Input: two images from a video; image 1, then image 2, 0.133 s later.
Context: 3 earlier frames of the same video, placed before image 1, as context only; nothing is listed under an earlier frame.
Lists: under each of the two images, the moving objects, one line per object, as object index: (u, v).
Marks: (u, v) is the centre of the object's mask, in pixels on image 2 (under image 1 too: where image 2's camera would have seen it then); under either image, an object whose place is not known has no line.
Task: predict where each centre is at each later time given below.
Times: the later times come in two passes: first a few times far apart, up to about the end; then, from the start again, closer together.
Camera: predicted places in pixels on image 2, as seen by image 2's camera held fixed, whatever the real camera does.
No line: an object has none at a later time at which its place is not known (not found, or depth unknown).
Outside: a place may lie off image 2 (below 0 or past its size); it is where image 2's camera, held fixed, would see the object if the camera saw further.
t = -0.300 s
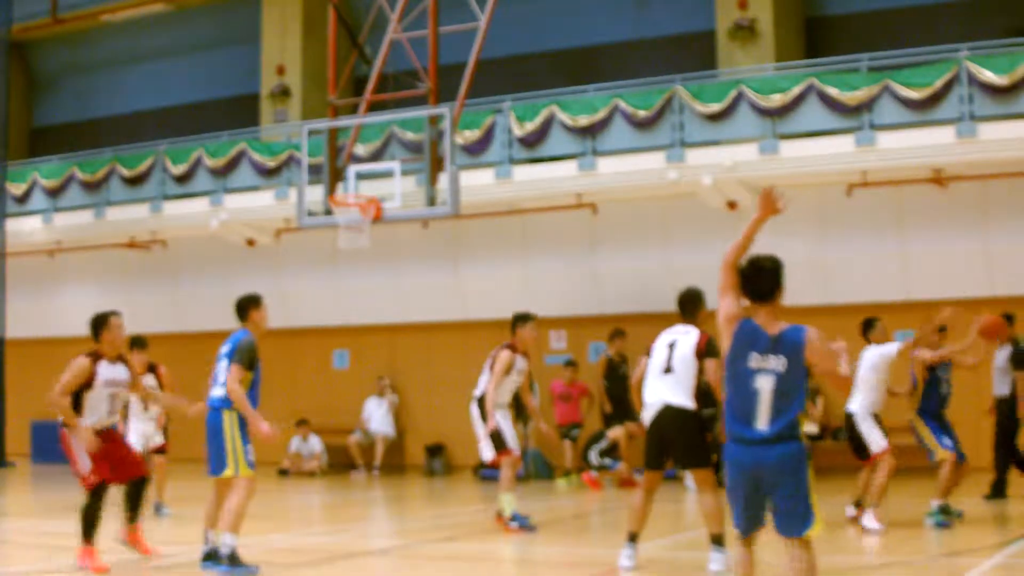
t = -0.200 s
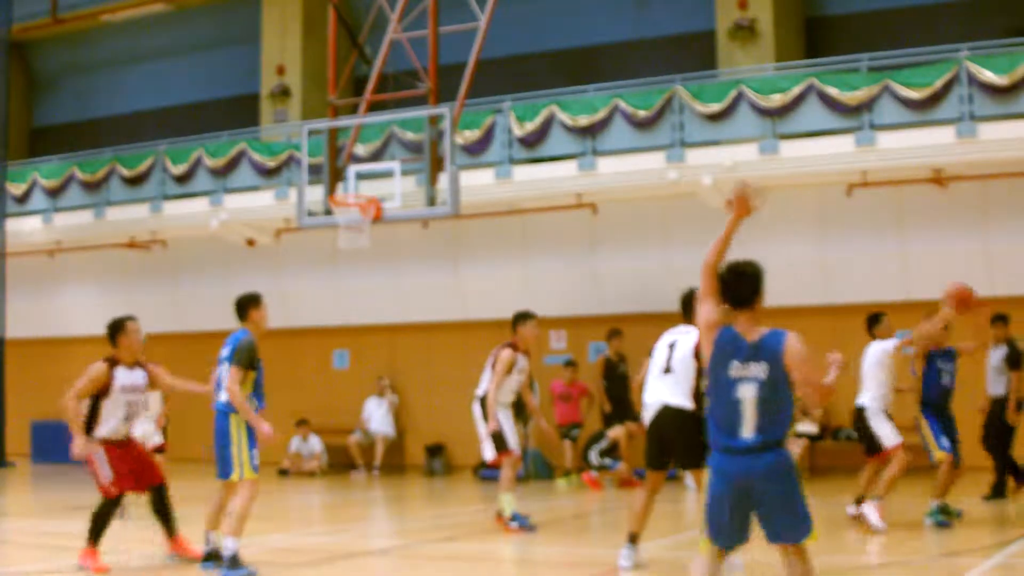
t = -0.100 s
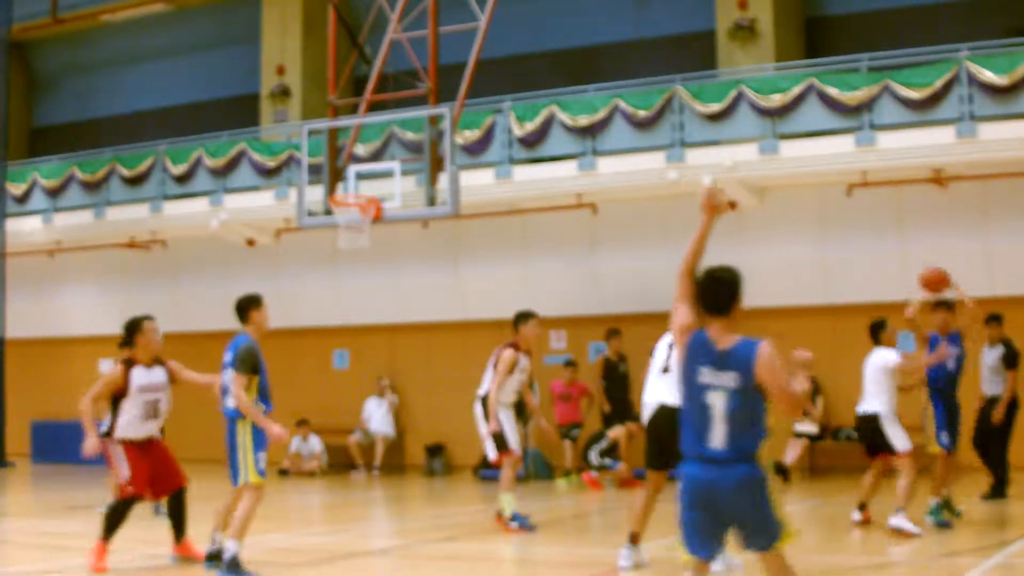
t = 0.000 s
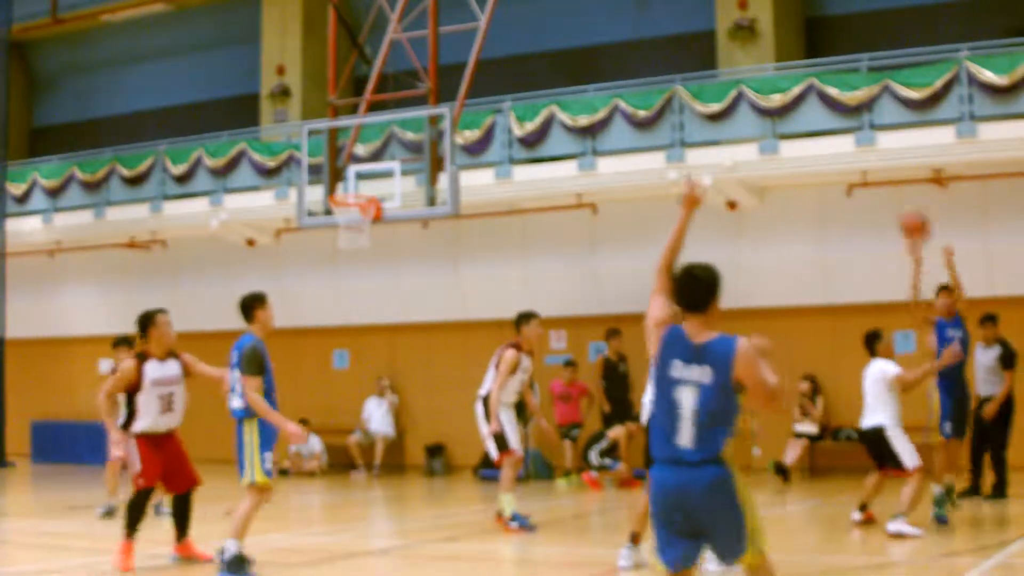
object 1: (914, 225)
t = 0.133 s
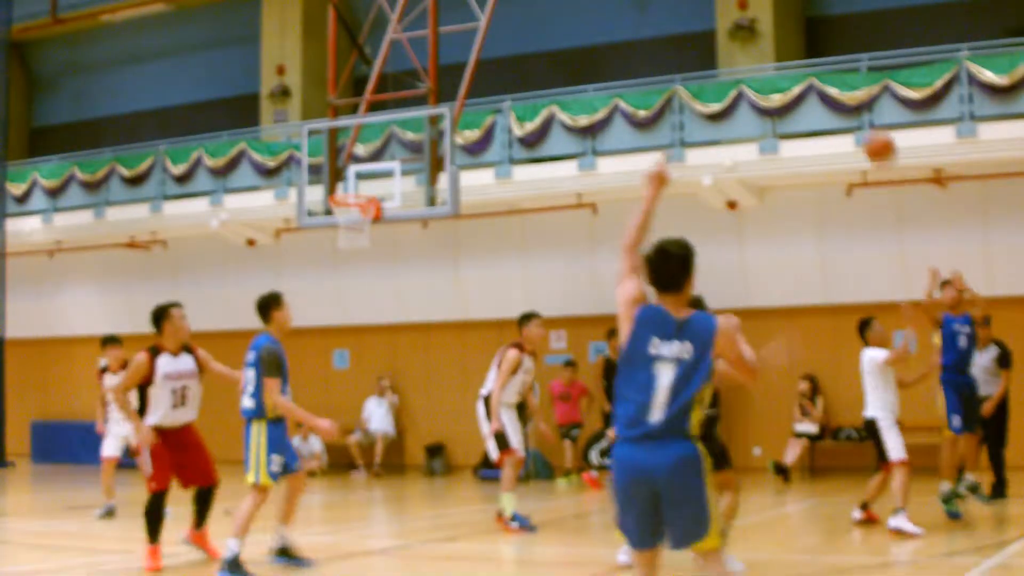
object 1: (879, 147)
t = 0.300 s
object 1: (829, 66)
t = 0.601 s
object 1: (711, 11)
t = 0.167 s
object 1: (869, 128)
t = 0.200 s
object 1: (860, 114)
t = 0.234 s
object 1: (851, 98)
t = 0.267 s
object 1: (839, 82)
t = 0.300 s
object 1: (829, 66)
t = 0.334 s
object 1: (818, 55)
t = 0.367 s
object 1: (806, 43)
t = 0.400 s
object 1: (796, 35)
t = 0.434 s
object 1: (785, 25)
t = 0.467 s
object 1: (773, 18)
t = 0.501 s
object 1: (759, 15)
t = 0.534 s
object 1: (743, 13)
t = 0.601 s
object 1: (711, 11)
